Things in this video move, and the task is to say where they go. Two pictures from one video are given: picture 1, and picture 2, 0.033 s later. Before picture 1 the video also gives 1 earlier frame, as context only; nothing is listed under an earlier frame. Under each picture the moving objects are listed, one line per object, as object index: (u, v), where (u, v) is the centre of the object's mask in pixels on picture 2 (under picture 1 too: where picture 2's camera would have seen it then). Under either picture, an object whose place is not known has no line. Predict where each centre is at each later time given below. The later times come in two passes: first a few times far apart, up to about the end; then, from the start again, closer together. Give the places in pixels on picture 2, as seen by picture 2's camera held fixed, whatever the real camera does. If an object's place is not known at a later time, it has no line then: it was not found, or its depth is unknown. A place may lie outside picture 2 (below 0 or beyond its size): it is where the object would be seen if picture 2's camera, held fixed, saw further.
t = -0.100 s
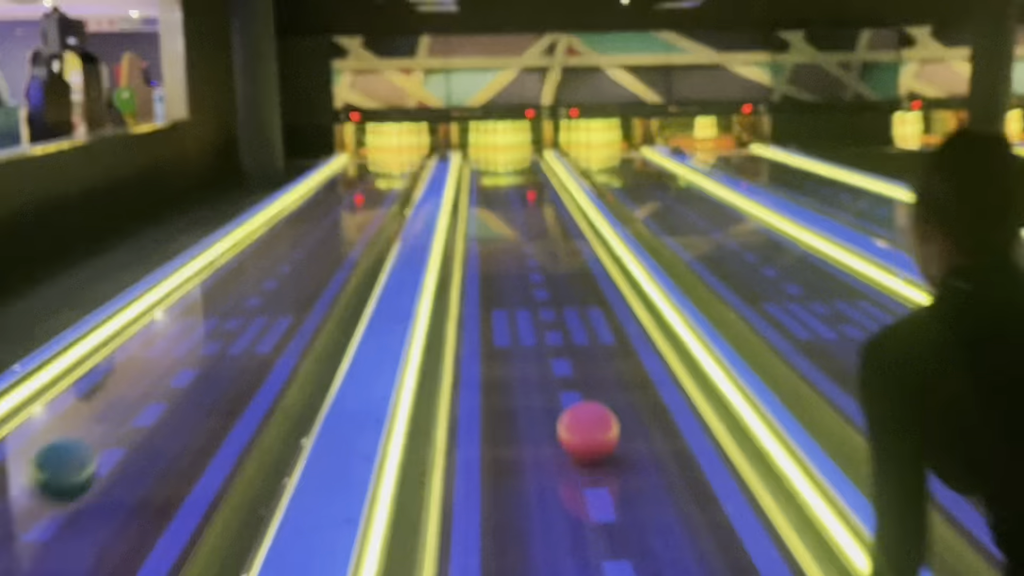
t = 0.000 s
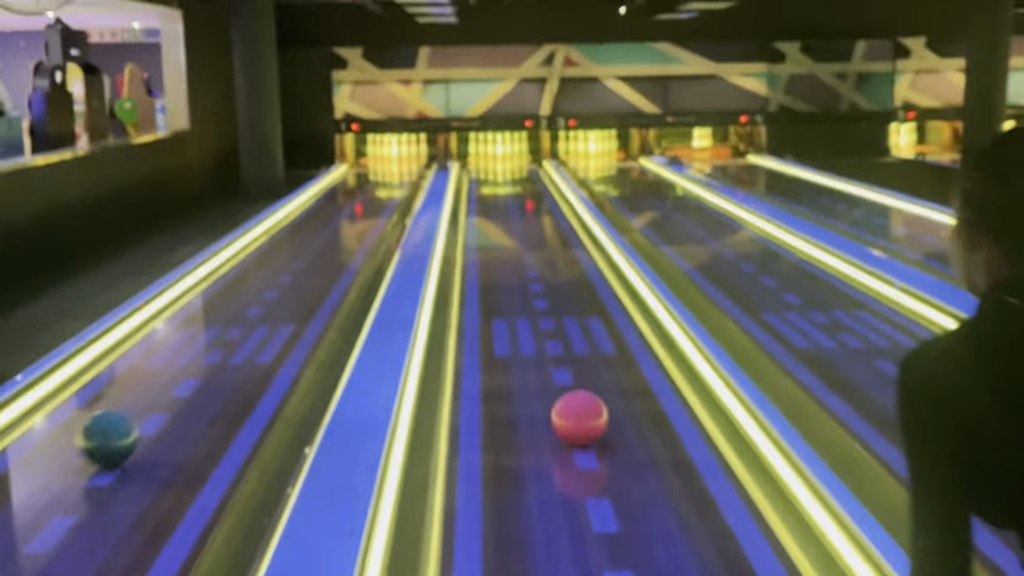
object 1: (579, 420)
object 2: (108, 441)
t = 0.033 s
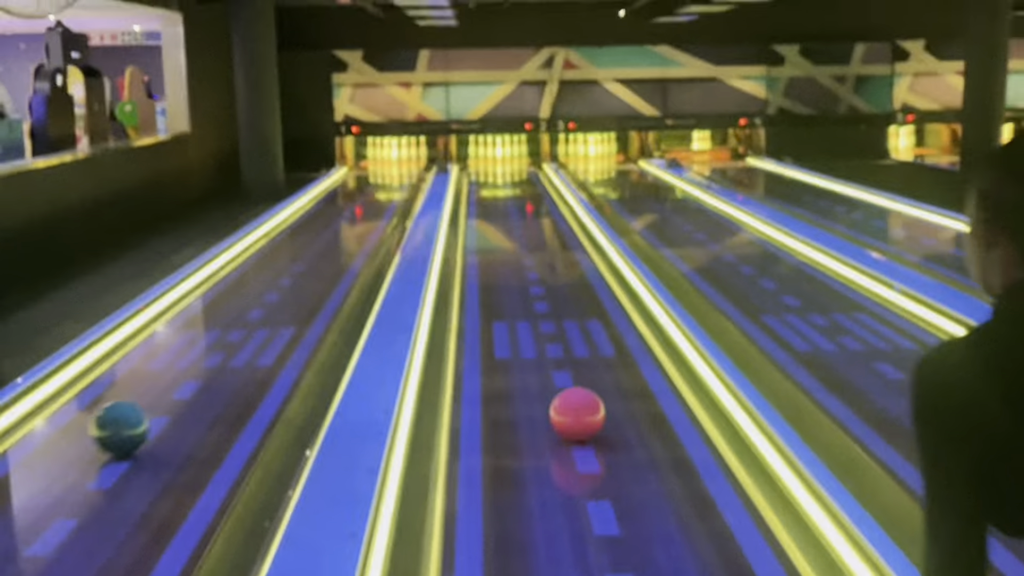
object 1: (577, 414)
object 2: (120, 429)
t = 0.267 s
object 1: (564, 375)
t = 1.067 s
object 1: (528, 292)
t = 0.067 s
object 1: (575, 408)
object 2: (131, 416)
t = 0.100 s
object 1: (573, 402)
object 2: (141, 405)
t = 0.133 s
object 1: (571, 396)
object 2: (151, 395)
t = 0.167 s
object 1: (569, 390)
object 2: (160, 384)
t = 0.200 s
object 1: (567, 385)
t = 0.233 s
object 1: (565, 380)
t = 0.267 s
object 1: (564, 375)
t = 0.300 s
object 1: (562, 370)
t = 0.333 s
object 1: (560, 365)
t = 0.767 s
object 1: (539, 316)
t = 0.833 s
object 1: (536, 310)
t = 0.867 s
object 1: (535, 308)
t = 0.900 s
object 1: (534, 305)
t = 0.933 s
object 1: (533, 302)
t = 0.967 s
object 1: (531, 300)
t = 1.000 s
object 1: (530, 297)
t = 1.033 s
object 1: (529, 294)
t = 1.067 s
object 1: (528, 292)
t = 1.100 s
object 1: (528, 290)
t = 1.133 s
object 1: (527, 288)
